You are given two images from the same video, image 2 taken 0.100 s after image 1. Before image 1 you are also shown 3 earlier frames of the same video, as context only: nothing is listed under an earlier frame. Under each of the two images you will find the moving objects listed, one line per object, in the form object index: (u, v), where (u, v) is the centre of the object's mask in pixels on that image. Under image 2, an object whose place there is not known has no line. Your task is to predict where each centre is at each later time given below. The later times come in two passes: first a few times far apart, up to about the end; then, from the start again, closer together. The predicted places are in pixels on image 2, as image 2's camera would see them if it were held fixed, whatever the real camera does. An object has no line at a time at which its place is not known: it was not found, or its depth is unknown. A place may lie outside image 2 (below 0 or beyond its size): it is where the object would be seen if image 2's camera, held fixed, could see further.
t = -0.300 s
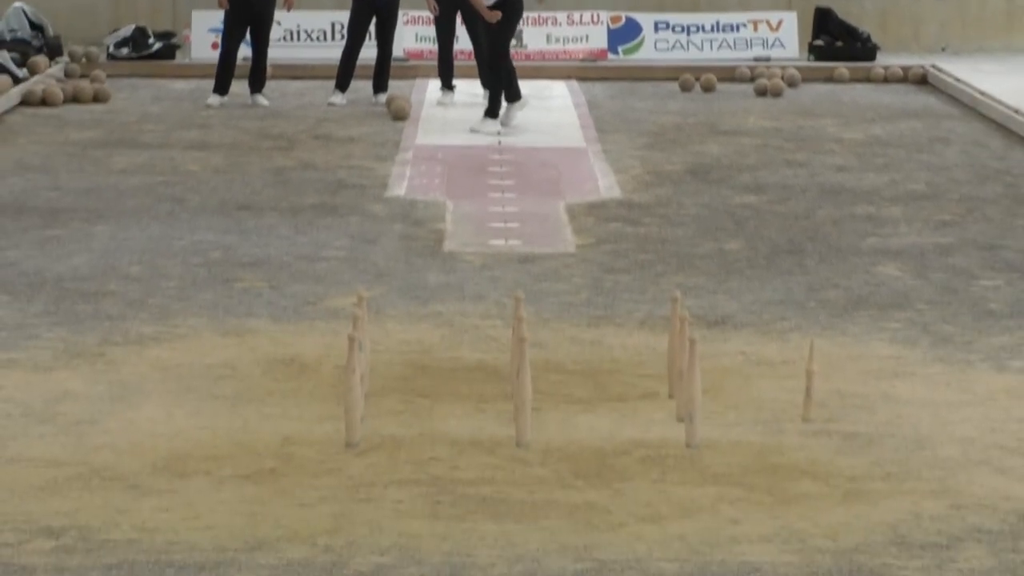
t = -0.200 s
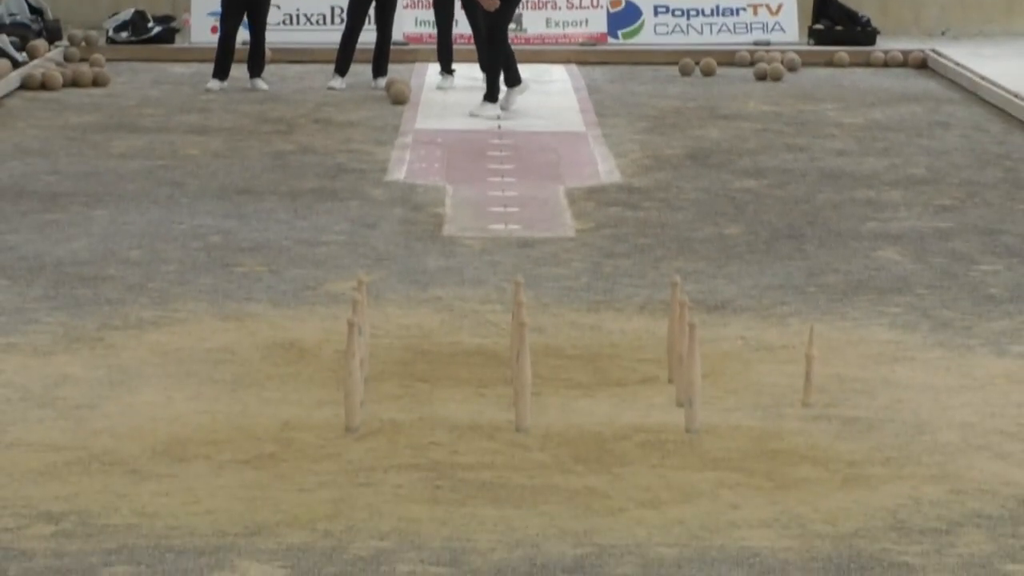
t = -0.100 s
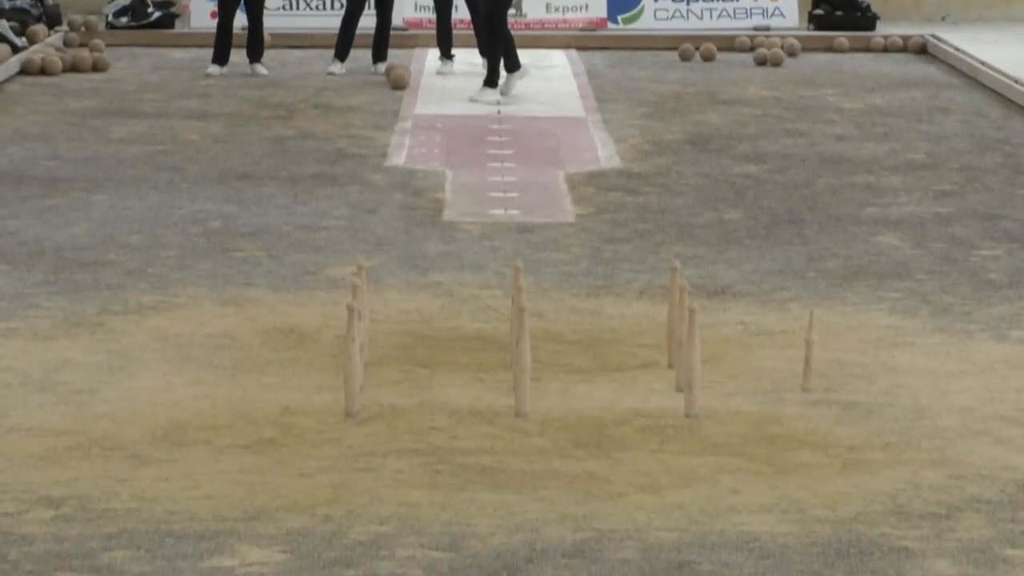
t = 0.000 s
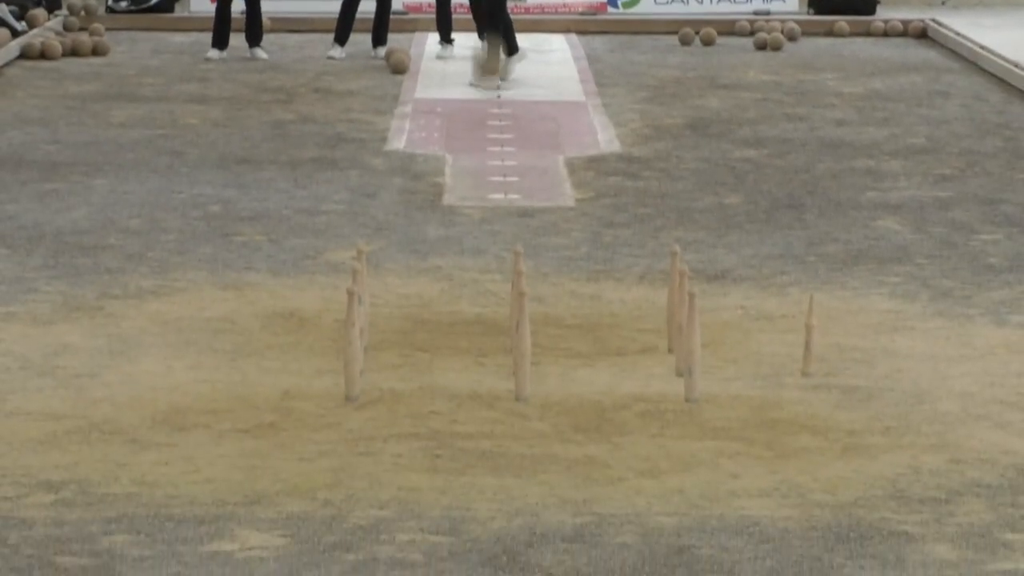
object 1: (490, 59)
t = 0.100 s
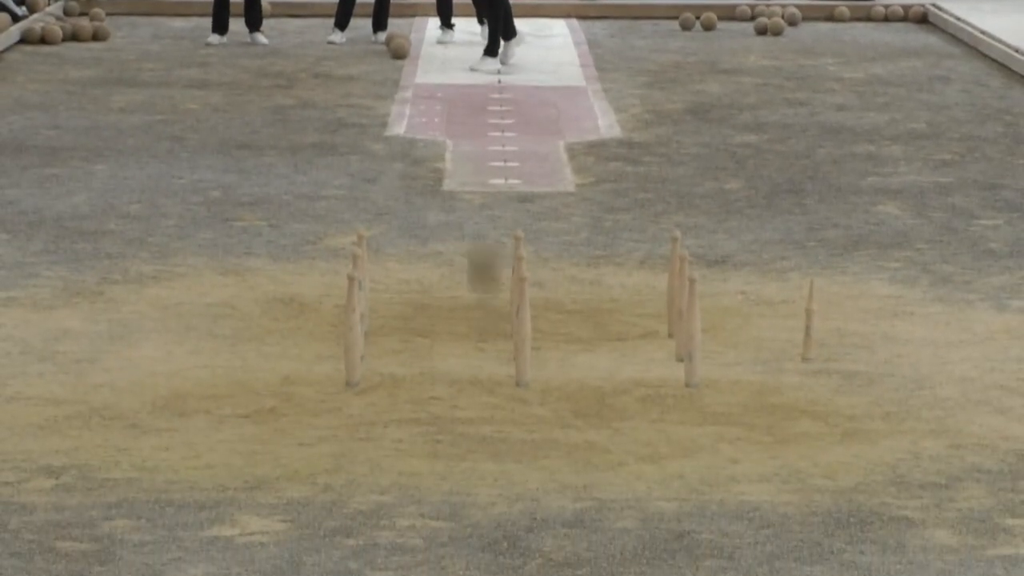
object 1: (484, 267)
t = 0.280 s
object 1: (506, 307)
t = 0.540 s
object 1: (541, 362)
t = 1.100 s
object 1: (590, 400)
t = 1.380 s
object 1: (612, 418)
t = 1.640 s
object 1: (625, 432)
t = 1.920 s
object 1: (635, 445)
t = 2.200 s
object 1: (643, 455)
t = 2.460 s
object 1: (645, 466)
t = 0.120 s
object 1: (485, 315)
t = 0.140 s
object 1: (486, 321)
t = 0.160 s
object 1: (492, 319)
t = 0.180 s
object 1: (494, 314)
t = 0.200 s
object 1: (496, 312)
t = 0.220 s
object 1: (498, 311)
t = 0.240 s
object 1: (500, 311)
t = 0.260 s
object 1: (503, 311)
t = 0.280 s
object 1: (506, 307)
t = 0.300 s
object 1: (507, 307)
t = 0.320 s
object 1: (512, 305)
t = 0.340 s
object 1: (514, 306)
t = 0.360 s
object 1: (509, 306)
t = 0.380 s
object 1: (510, 308)
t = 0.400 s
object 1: (510, 312)
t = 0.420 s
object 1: (537, 316)
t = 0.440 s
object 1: (537, 322)
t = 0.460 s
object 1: (538, 329)
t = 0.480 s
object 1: (539, 334)
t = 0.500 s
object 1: (540, 344)
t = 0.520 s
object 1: (541, 354)
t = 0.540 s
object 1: (541, 362)
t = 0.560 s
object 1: (539, 363)
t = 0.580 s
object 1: (540, 363)
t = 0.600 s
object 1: (542, 365)
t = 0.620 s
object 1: (544, 367)
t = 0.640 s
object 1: (546, 369)
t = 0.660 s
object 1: (548, 371)
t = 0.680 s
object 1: (550, 372)
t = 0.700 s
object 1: (553, 373)
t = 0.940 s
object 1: (577, 390)
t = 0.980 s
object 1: (581, 392)
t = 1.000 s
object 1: (583, 395)
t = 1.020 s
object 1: (584, 396)
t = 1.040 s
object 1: (586, 397)
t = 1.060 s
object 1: (588, 398)
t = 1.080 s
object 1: (589, 399)
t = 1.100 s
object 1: (590, 400)
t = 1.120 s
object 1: (592, 402)
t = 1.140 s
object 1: (594, 403)
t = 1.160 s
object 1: (596, 404)
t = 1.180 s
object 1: (597, 406)
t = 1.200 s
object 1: (599, 406)
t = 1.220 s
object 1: (600, 407)
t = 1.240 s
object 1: (602, 409)
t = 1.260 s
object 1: (603, 409)
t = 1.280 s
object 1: (605, 411)
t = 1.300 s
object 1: (606, 413)
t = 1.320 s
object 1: (608, 413)
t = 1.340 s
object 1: (609, 414)
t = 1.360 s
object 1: (610, 416)
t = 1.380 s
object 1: (612, 418)
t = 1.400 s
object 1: (612, 419)
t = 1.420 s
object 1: (613, 420)
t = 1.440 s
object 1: (614, 422)
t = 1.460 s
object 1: (615, 423)
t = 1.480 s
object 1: (616, 423)
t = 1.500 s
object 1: (617, 425)
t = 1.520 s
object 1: (618, 426)
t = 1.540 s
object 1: (620, 427)
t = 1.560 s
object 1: (621, 429)
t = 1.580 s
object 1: (622, 429)
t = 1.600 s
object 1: (624, 430)
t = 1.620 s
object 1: (624, 431)
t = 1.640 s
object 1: (625, 432)
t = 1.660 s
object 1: (625, 433)
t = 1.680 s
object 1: (626, 434)
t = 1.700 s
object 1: (627, 435)
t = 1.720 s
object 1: (628, 436)
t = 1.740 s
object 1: (629, 438)
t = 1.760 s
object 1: (629, 439)
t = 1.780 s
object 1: (630, 440)
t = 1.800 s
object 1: (631, 440)
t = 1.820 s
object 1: (631, 441)
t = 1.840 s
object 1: (632, 441)
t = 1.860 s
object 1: (633, 443)
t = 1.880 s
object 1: (634, 443)
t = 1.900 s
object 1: (634, 444)
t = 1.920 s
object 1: (635, 445)
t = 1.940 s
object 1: (635, 447)
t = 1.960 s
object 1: (636, 447)
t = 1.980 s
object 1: (637, 448)
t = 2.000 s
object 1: (637, 448)
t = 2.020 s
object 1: (638, 449)
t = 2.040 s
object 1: (638, 449)
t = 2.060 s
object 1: (639, 449)
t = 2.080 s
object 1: (640, 451)
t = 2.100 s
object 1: (640, 451)
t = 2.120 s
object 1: (641, 451)
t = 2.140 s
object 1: (641, 453)
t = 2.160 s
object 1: (642, 454)
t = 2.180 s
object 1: (642, 455)
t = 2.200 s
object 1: (643, 455)
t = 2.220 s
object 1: (643, 456)
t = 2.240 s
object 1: (643, 457)
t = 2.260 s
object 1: (644, 458)
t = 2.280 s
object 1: (644, 459)
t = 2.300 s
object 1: (644, 460)
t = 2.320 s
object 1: (645, 461)
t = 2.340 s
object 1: (645, 462)
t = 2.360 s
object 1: (645, 463)
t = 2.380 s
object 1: (645, 464)
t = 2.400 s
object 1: (645, 464)
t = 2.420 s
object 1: (645, 466)
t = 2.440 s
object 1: (645, 466)
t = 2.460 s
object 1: (645, 466)
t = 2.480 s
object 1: (645, 466)
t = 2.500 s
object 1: (645, 467)
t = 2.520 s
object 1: (645, 469)
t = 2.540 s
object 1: (644, 469)
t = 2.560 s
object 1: (644, 470)
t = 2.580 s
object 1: (644, 471)
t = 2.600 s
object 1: (644, 471)
